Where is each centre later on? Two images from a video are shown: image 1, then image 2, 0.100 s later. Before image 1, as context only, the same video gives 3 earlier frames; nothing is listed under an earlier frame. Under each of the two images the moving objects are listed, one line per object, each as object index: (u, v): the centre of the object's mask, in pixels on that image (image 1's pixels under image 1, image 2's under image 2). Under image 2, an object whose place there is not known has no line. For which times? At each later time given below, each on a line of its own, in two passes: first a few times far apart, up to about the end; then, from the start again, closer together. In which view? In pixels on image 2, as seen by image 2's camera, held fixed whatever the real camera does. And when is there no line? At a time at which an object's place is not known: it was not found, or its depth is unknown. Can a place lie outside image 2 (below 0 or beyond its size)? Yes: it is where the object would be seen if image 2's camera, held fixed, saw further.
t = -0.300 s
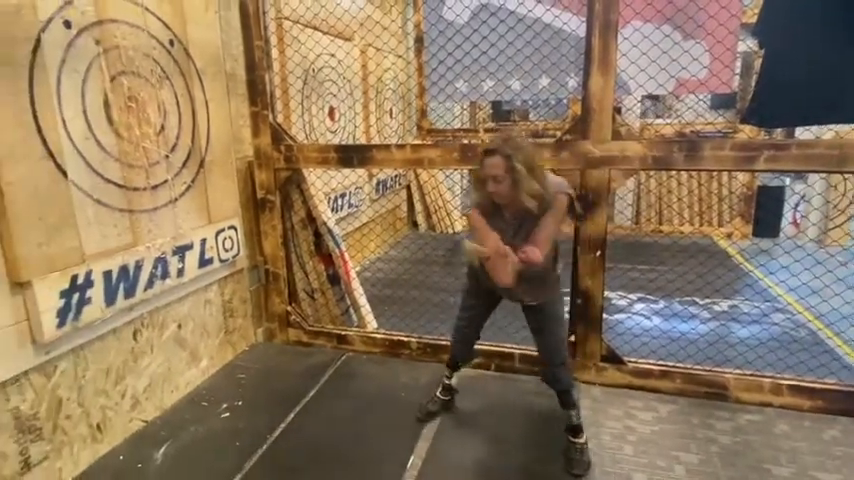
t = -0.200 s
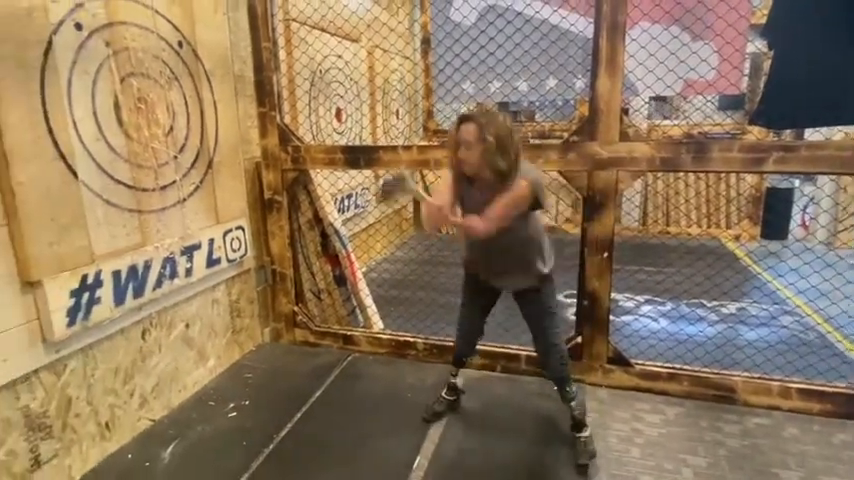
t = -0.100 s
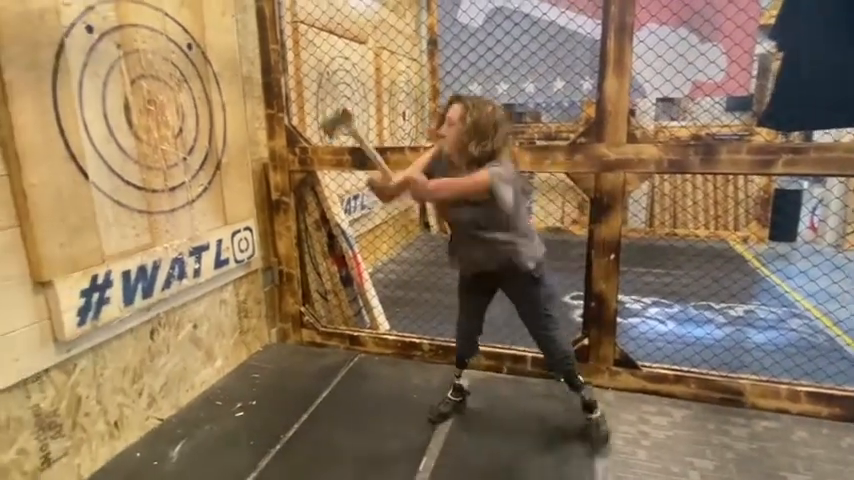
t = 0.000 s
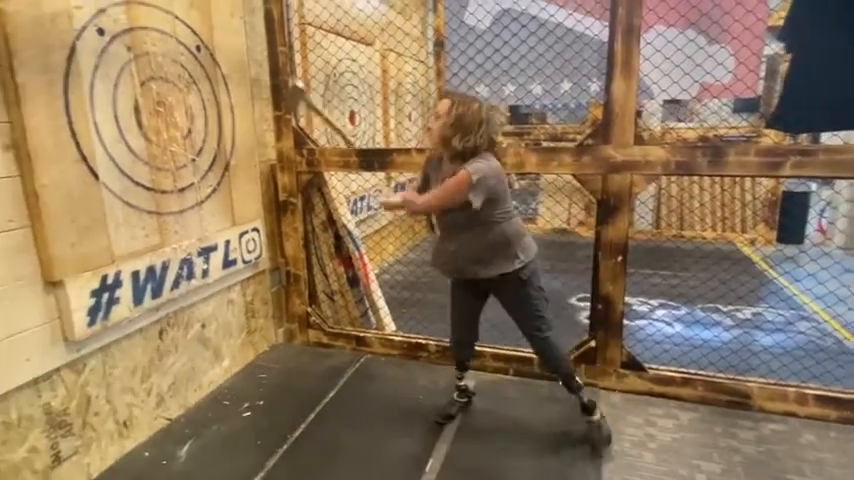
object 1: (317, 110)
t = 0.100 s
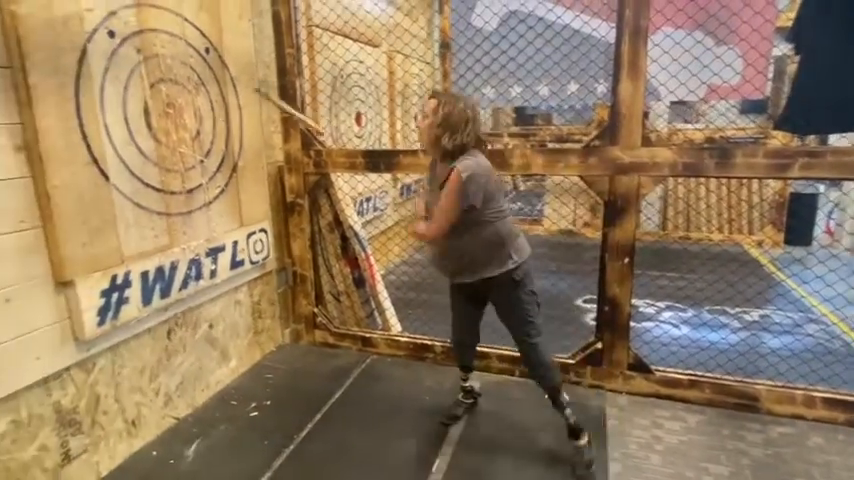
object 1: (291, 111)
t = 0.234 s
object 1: (249, 137)
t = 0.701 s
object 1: (306, 363)
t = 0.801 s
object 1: (310, 382)
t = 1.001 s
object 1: (307, 377)
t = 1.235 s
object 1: (292, 380)
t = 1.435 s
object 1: (283, 410)
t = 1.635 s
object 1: (284, 420)
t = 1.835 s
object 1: (284, 420)
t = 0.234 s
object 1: (249, 137)
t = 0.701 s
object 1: (306, 363)
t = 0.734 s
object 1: (312, 396)
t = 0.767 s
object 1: (310, 393)
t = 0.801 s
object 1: (310, 382)
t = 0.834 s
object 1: (309, 374)
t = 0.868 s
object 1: (306, 374)
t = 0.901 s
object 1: (307, 372)
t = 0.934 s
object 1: (308, 369)
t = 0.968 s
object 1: (308, 370)
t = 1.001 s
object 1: (307, 377)
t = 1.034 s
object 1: (304, 373)
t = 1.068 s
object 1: (302, 371)
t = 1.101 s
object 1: (300, 372)
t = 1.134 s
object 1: (298, 372)
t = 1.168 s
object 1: (296, 376)
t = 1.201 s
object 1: (293, 377)
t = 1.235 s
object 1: (292, 380)
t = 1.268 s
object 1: (290, 382)
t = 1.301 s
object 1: (292, 388)
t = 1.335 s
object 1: (292, 393)
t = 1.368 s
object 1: (287, 395)
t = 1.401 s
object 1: (285, 401)
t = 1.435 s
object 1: (283, 410)
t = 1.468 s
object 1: (284, 419)
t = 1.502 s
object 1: (285, 418)
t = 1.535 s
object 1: (284, 417)
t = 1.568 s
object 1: (284, 418)
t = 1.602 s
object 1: (283, 420)
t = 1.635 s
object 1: (284, 420)
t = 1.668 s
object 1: (284, 420)
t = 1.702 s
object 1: (283, 420)
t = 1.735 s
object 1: (283, 420)
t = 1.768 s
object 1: (283, 420)
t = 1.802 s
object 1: (284, 420)
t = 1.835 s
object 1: (284, 420)
